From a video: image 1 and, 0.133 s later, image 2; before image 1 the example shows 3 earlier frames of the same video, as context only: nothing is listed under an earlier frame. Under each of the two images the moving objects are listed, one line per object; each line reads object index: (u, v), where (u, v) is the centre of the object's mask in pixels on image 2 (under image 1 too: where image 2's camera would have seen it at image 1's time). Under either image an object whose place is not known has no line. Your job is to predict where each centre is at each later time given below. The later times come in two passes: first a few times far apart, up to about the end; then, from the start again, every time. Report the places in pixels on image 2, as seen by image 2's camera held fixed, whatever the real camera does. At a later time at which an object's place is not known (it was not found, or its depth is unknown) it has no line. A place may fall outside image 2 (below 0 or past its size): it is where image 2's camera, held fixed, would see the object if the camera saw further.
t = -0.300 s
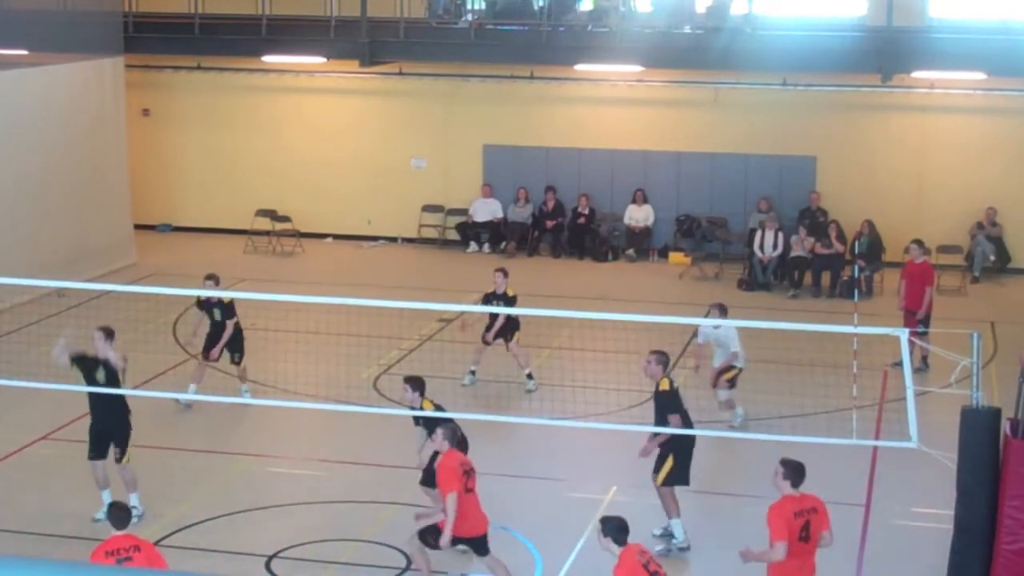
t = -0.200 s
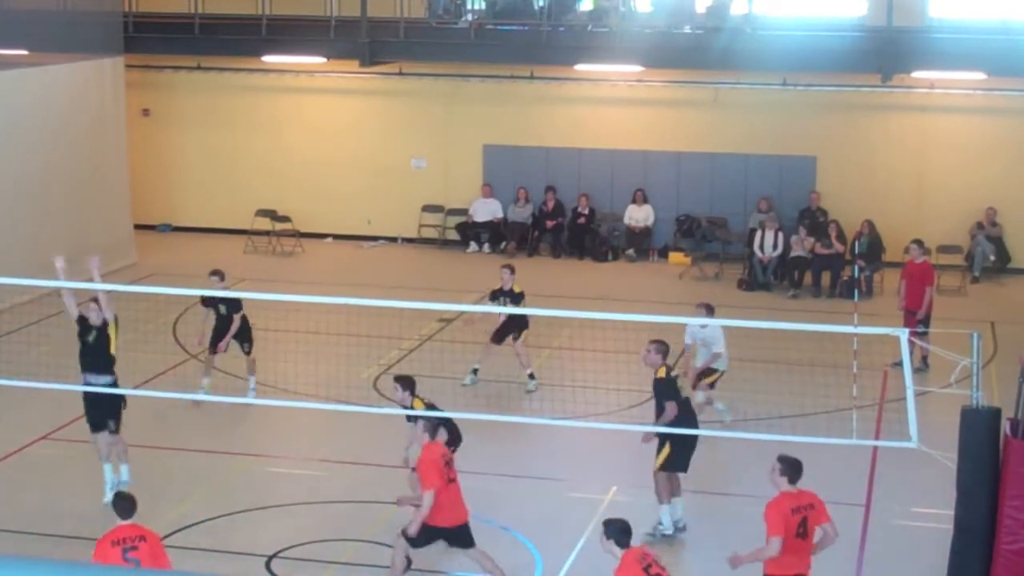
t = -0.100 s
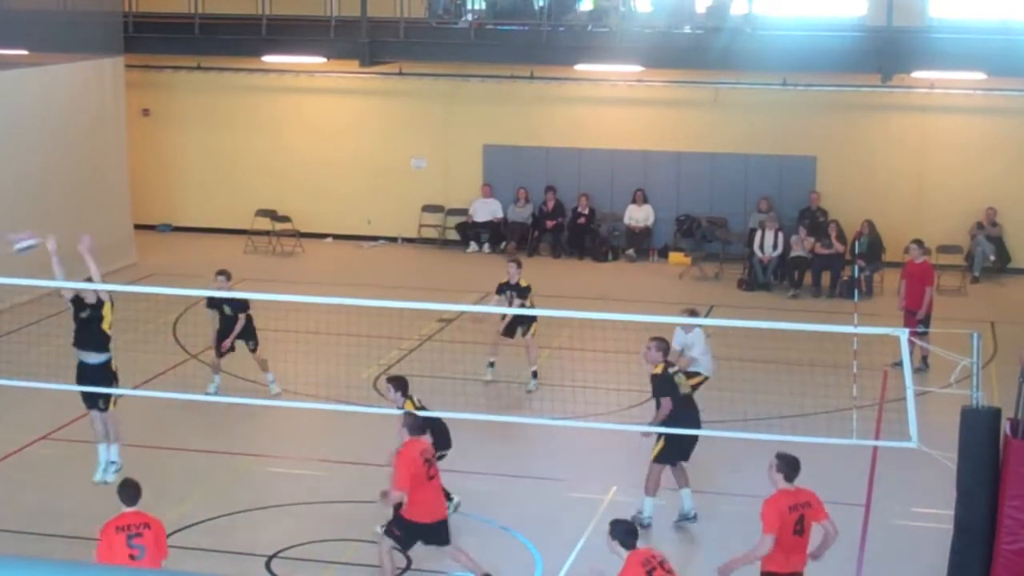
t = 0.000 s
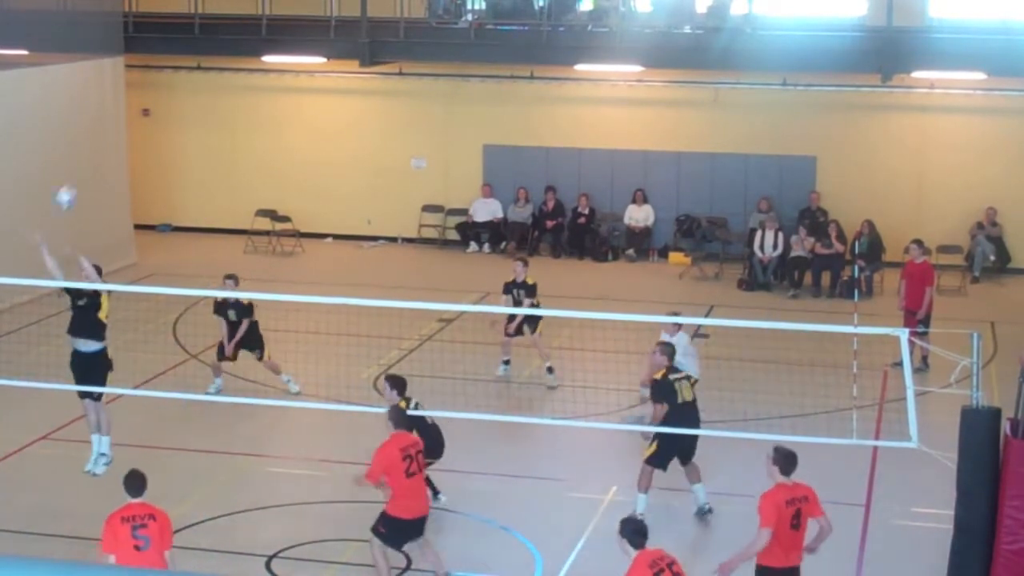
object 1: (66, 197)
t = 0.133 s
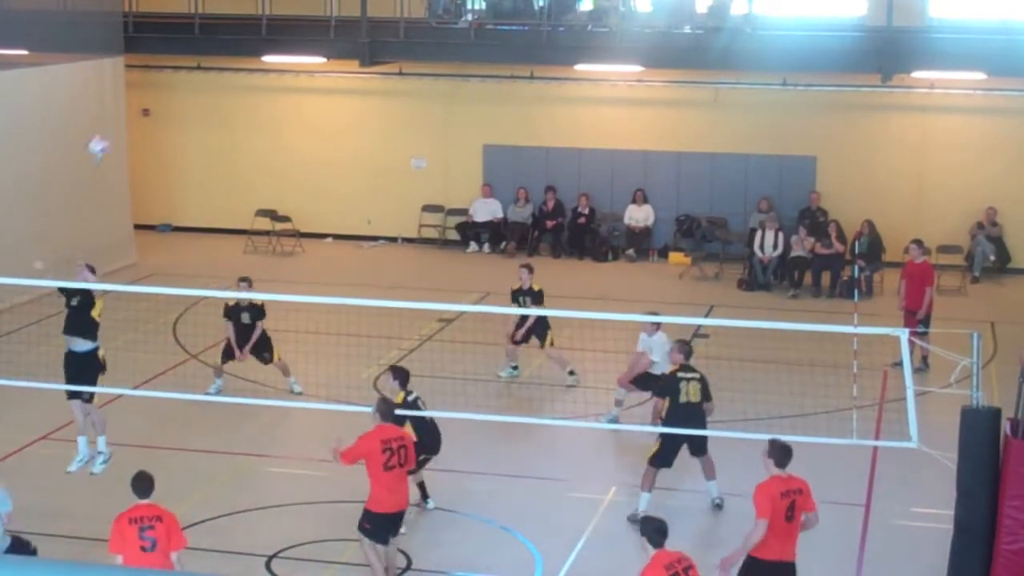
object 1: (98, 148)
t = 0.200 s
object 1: (114, 130)
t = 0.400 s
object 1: (162, 104)
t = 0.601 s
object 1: (208, 120)
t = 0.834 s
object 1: (260, 186)
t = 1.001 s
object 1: (293, 265)
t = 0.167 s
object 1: (106, 138)
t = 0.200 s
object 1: (114, 130)
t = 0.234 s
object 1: (122, 123)
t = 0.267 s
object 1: (130, 116)
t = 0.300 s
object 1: (138, 111)
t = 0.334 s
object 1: (145, 109)
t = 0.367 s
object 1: (153, 106)
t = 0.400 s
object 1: (162, 104)
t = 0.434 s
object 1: (170, 103)
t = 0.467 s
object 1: (176, 106)
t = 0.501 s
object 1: (185, 107)
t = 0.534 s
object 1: (194, 110)
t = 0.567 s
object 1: (201, 114)
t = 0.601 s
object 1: (208, 120)
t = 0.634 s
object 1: (215, 126)
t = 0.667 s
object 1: (223, 134)
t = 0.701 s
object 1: (230, 143)
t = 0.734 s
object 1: (237, 153)
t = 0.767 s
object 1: (246, 163)
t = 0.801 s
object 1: (253, 175)
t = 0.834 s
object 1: (260, 186)
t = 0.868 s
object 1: (266, 201)
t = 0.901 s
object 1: (272, 215)
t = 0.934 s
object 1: (281, 228)
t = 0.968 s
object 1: (286, 246)
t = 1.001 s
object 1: (293, 265)
